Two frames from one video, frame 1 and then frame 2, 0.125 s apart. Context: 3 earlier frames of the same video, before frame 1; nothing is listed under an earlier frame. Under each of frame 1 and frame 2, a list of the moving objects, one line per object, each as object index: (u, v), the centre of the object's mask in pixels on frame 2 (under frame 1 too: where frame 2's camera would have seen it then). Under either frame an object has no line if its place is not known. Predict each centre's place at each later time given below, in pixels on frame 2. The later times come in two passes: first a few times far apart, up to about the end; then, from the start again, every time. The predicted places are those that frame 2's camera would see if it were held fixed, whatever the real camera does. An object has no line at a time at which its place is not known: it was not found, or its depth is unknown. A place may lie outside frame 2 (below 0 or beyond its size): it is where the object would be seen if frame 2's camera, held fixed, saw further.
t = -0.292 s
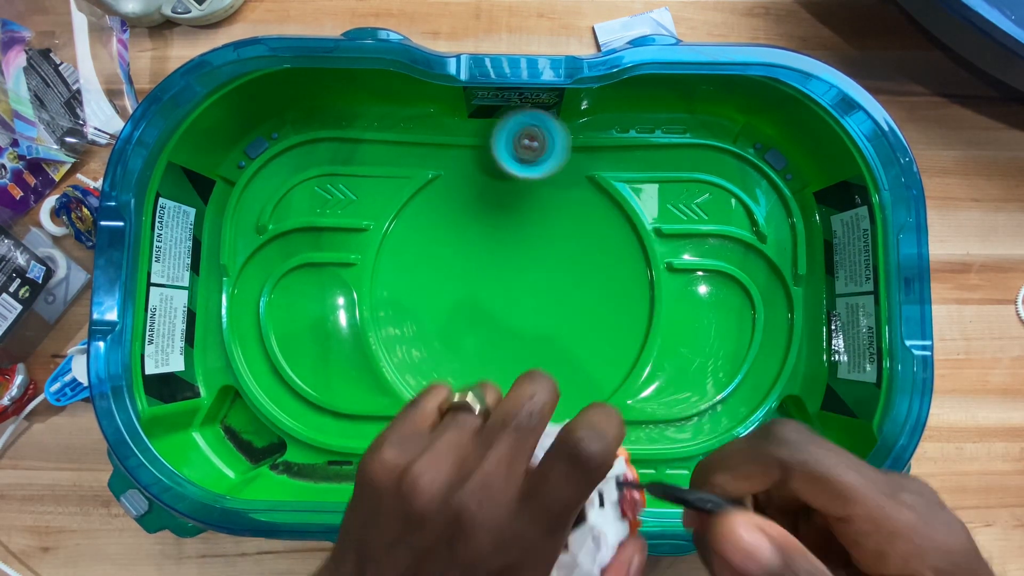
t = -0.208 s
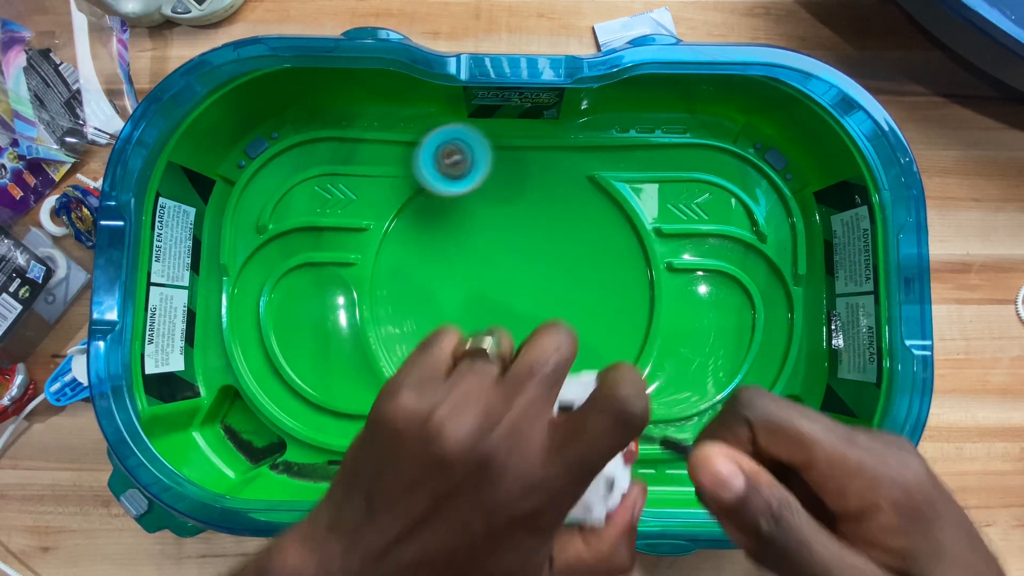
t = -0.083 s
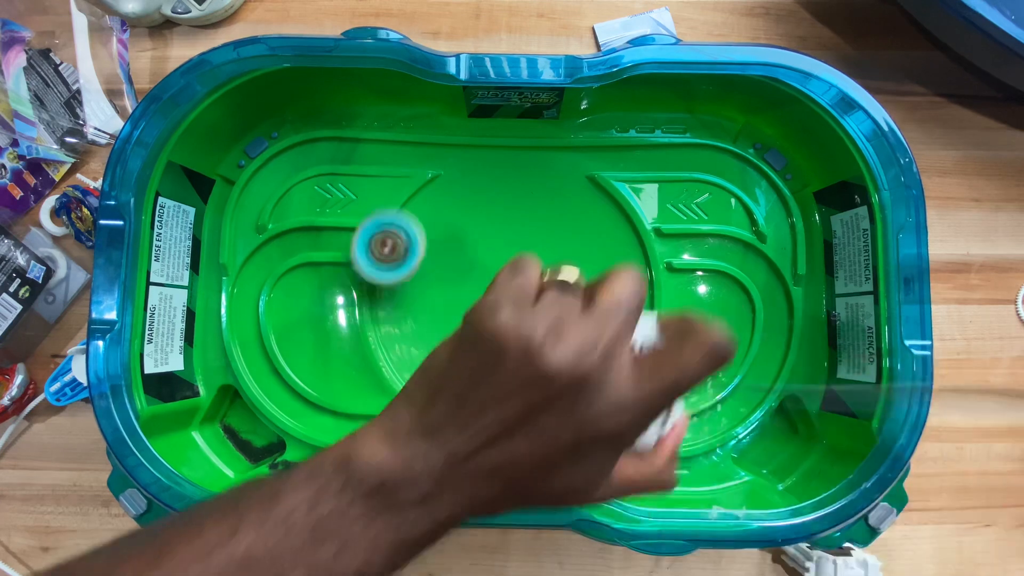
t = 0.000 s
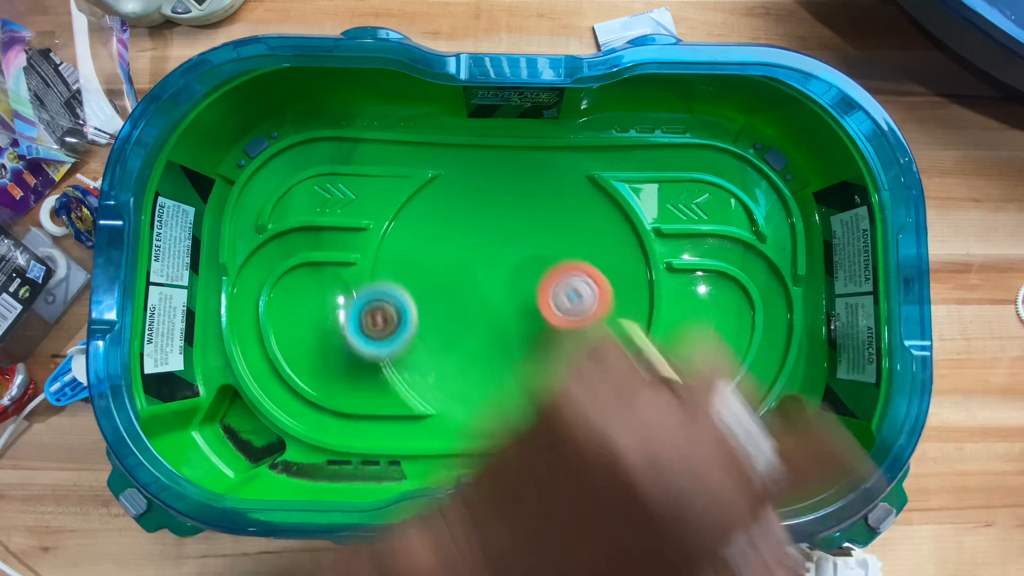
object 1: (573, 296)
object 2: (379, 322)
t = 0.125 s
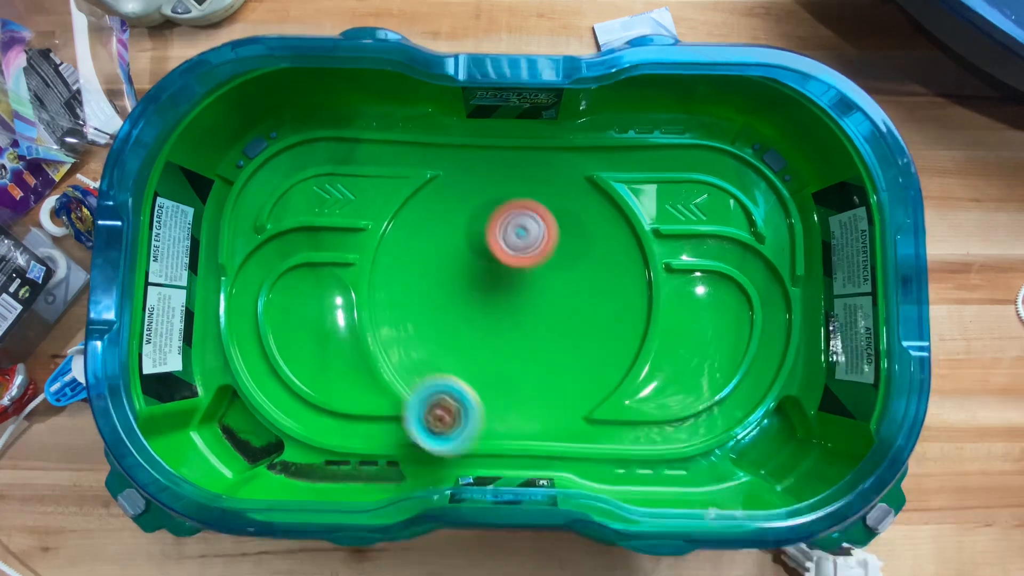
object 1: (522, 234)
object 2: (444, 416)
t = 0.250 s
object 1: (467, 199)
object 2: (558, 439)
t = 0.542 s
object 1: (402, 314)
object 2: (750, 409)
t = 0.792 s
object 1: (520, 422)
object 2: (750, 244)
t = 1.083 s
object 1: (630, 225)
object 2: (504, 258)
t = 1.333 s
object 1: (442, 178)
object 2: (439, 342)
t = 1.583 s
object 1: (407, 386)
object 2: (541, 366)
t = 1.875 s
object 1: (630, 358)
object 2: (535, 236)
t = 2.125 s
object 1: (579, 172)
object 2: (411, 268)
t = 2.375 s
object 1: (383, 148)
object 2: (465, 380)
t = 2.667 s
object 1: (257, 167)
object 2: (590, 278)
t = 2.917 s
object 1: (227, 205)
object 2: (498, 199)
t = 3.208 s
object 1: (229, 201)
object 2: (432, 289)
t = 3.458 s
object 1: (232, 196)
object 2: (498, 351)
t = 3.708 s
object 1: (237, 189)
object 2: (569, 315)
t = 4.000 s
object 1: (242, 184)
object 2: (561, 250)
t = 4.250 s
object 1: (249, 177)
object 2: (498, 252)
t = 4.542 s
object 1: (257, 172)
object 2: (478, 319)
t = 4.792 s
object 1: (265, 166)
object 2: (523, 346)
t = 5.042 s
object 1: (273, 164)
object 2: (560, 308)
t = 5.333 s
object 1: (293, 158)
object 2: (517, 260)
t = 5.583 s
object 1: (316, 156)
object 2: (471, 278)
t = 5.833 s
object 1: (358, 157)
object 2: (474, 328)
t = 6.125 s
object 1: (427, 159)
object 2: (539, 315)
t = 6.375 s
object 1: (480, 271)
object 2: (571, 273)
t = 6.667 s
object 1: (575, 351)
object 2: (584, 239)
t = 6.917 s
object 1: (641, 295)
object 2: (533, 258)
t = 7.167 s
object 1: (560, 247)
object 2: (478, 318)
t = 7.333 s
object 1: (508, 283)
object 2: (451, 371)
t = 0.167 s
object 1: (504, 218)
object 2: (479, 434)
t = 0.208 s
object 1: (485, 206)
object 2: (517, 441)
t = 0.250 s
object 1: (467, 199)
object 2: (558, 439)
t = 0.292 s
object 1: (451, 199)
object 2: (596, 434)
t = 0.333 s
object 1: (435, 205)
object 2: (626, 441)
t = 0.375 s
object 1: (424, 216)
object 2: (651, 442)
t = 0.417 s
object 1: (414, 234)
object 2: (677, 438)
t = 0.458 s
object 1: (406, 256)
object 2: (703, 436)
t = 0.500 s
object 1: (401, 284)
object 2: (728, 426)
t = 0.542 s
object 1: (402, 314)
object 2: (750, 409)
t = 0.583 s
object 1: (408, 345)
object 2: (770, 388)
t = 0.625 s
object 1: (420, 375)
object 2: (784, 361)
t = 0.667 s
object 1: (439, 399)
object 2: (793, 328)
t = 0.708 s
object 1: (462, 415)
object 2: (792, 293)
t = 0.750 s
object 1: (489, 424)
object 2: (780, 261)
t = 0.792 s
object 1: (520, 422)
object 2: (750, 244)
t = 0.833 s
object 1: (553, 412)
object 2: (712, 241)
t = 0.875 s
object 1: (584, 391)
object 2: (672, 245)
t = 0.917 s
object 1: (609, 363)
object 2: (634, 250)
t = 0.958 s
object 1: (626, 329)
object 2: (597, 254)
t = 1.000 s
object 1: (636, 294)
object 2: (560, 255)
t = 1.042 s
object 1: (637, 258)
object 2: (531, 255)
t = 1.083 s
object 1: (630, 225)
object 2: (504, 258)
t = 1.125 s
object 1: (615, 195)
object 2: (482, 264)
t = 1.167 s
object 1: (588, 177)
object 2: (462, 275)
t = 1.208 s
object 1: (556, 165)
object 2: (446, 291)
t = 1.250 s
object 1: (520, 162)
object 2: (436, 308)
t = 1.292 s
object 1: (481, 166)
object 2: (434, 326)
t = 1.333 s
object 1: (442, 178)
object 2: (439, 342)
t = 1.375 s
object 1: (407, 198)
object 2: (450, 358)
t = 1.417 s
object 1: (386, 234)
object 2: (464, 369)
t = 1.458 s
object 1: (373, 272)
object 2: (481, 376)
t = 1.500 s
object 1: (374, 314)
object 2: (501, 379)
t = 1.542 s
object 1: (385, 353)
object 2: (522, 375)
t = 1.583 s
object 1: (407, 386)
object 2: (541, 366)
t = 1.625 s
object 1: (436, 411)
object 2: (557, 353)
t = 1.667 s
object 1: (468, 426)
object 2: (568, 337)
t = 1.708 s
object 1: (503, 432)
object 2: (574, 317)
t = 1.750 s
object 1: (540, 426)
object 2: (574, 297)
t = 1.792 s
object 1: (576, 410)
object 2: (566, 275)
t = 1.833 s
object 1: (607, 386)
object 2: (553, 253)
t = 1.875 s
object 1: (630, 358)
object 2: (535, 236)
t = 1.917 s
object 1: (645, 327)
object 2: (513, 225)
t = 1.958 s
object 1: (649, 295)
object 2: (490, 220)
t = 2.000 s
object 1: (646, 259)
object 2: (466, 223)
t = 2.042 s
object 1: (633, 225)
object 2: (444, 232)
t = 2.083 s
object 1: (610, 194)
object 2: (424, 248)
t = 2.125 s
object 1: (579, 172)
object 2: (411, 268)
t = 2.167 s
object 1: (544, 156)
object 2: (404, 292)
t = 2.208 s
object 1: (506, 144)
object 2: (404, 316)
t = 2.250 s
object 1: (468, 149)
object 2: (411, 341)
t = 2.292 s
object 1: (431, 154)
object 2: (424, 360)
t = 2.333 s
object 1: (406, 148)
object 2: (443, 373)
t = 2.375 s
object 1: (383, 148)
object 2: (465, 380)
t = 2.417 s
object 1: (360, 151)
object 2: (489, 379)
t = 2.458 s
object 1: (341, 148)
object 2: (514, 375)
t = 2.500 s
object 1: (322, 147)
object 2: (538, 364)
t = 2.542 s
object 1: (304, 148)
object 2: (560, 347)
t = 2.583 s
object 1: (287, 153)
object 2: (578, 326)
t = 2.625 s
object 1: (271, 159)
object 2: (588, 303)
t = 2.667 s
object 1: (257, 167)
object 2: (590, 278)
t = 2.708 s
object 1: (246, 177)
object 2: (584, 251)
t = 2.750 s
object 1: (238, 187)
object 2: (569, 227)
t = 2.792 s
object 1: (233, 196)
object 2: (551, 211)
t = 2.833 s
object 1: (229, 201)
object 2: (533, 201)
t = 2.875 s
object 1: (228, 204)
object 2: (515, 198)
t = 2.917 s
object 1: (227, 205)
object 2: (498, 199)
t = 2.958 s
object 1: (228, 205)
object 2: (481, 204)
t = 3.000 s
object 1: (227, 205)
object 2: (466, 212)
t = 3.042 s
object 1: (228, 205)
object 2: (453, 224)
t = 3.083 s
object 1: (228, 204)
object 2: (442, 238)
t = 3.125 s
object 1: (228, 203)
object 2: (435, 254)
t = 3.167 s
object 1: (229, 202)
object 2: (431, 271)
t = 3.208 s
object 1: (229, 201)
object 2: (432, 289)
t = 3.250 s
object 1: (230, 200)
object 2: (436, 306)
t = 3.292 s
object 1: (230, 199)
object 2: (444, 321)
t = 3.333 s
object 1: (231, 199)
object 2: (455, 333)
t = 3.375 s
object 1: (231, 198)
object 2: (468, 342)
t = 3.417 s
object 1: (232, 197)
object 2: (482, 348)
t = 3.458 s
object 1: (232, 196)
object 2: (498, 351)
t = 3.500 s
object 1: (232, 195)
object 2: (514, 350)
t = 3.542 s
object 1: (233, 194)
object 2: (528, 347)
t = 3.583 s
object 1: (235, 193)
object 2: (541, 341)
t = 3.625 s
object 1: (234, 191)
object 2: (553, 333)
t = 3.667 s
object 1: (236, 189)
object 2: (562, 324)
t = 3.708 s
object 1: (237, 189)
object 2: (569, 315)
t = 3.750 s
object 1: (238, 187)
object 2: (574, 305)
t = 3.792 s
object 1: (239, 187)
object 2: (576, 295)
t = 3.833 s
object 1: (240, 186)
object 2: (577, 286)
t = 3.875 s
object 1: (240, 185)
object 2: (576, 275)
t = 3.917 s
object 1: (241, 185)
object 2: (574, 266)
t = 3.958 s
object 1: (241, 185)
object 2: (568, 258)
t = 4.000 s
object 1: (242, 184)
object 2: (561, 250)
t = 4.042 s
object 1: (243, 183)
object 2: (551, 244)
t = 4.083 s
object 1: (244, 182)
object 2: (541, 241)
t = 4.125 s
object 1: (245, 181)
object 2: (529, 240)
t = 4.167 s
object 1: (246, 179)
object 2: (517, 242)
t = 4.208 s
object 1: (248, 178)
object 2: (507, 246)
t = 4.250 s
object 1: (249, 177)
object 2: (498, 252)
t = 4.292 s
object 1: (250, 177)
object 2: (490, 260)
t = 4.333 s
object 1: (251, 176)
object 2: (484, 269)
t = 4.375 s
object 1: (252, 175)
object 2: (479, 279)
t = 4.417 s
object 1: (253, 174)
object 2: (476, 290)
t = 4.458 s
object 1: (255, 173)
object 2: (475, 301)
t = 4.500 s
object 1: (256, 173)
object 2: (475, 310)
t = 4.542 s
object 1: (257, 172)
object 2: (478, 319)
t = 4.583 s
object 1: (258, 171)
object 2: (483, 328)
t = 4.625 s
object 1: (259, 170)
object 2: (489, 336)
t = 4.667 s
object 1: (261, 169)
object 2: (496, 341)
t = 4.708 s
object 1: (262, 168)
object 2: (504, 345)
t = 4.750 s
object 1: (264, 167)
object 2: (513, 346)
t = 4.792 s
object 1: (265, 166)
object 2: (523, 346)
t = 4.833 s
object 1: (267, 166)
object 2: (533, 344)
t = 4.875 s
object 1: (268, 165)
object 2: (541, 340)
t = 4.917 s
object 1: (269, 165)
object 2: (549, 334)
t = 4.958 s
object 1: (271, 165)
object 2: (555, 327)
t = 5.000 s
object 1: (272, 164)
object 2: (558, 318)
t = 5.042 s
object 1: (273, 164)
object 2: (560, 308)
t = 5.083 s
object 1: (274, 163)
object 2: (559, 298)
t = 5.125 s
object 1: (276, 163)
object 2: (556, 289)
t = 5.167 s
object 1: (278, 162)
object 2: (551, 280)
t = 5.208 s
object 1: (281, 161)
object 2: (544, 272)
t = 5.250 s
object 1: (284, 159)
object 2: (536, 267)
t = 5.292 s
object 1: (288, 158)
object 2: (527, 262)
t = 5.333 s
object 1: (293, 158)
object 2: (517, 260)
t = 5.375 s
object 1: (297, 157)
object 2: (509, 258)
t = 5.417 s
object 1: (300, 156)
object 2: (500, 259)
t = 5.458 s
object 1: (304, 156)
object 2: (493, 262)
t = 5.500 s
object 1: (308, 156)
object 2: (483, 266)
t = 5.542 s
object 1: (312, 156)
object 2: (478, 271)
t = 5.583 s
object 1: (316, 156)
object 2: (471, 278)
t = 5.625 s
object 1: (321, 157)
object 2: (467, 286)
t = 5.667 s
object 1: (327, 157)
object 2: (462, 293)
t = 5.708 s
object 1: (334, 157)
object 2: (462, 302)
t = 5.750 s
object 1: (341, 157)
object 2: (464, 312)
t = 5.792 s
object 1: (349, 157)
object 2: (468, 321)
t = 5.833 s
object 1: (358, 157)
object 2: (474, 328)
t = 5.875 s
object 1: (368, 157)
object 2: (482, 332)
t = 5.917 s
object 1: (377, 157)
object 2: (493, 334)
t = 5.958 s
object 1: (386, 158)
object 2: (503, 335)
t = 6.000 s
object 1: (395, 158)
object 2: (512, 333)
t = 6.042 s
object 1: (403, 158)
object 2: (522, 328)
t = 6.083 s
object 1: (414, 158)
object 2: (532, 322)
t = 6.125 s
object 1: (427, 159)
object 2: (539, 315)
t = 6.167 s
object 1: (441, 169)
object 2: (544, 306)
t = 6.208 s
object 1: (453, 187)
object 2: (548, 296)
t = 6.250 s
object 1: (463, 212)
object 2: (551, 286)
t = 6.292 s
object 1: (475, 237)
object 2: (551, 276)
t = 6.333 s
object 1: (481, 256)
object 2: (557, 272)
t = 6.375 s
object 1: (480, 271)
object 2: (571, 273)
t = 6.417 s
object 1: (486, 286)
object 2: (580, 272)
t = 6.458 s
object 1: (497, 299)
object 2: (585, 268)
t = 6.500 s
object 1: (508, 312)
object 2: (588, 263)
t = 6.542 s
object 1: (522, 326)
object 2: (591, 257)
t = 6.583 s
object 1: (537, 337)
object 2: (591, 251)
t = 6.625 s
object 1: (555, 345)
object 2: (588, 244)
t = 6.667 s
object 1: (575, 351)
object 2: (584, 239)
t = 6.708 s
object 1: (595, 353)
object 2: (577, 236)
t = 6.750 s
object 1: (614, 351)
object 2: (568, 236)
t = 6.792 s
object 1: (630, 343)
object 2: (559, 239)
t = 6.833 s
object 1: (642, 332)
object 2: (549, 243)
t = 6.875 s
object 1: (642, 314)
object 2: (541, 250)
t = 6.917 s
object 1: (641, 295)
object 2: (533, 258)
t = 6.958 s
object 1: (634, 277)
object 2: (527, 267)
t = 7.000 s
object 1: (621, 263)
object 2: (521, 275)
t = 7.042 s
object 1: (602, 253)
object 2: (518, 282)
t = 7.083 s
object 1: (581, 250)
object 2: (517, 288)
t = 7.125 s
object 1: (572, 247)
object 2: (498, 302)
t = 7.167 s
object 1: (560, 247)
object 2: (478, 318)
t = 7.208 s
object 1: (546, 253)
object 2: (464, 332)
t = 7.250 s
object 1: (530, 262)
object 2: (456, 346)
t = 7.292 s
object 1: (517, 271)
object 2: (453, 359)
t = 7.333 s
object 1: (508, 283)
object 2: (451, 371)
